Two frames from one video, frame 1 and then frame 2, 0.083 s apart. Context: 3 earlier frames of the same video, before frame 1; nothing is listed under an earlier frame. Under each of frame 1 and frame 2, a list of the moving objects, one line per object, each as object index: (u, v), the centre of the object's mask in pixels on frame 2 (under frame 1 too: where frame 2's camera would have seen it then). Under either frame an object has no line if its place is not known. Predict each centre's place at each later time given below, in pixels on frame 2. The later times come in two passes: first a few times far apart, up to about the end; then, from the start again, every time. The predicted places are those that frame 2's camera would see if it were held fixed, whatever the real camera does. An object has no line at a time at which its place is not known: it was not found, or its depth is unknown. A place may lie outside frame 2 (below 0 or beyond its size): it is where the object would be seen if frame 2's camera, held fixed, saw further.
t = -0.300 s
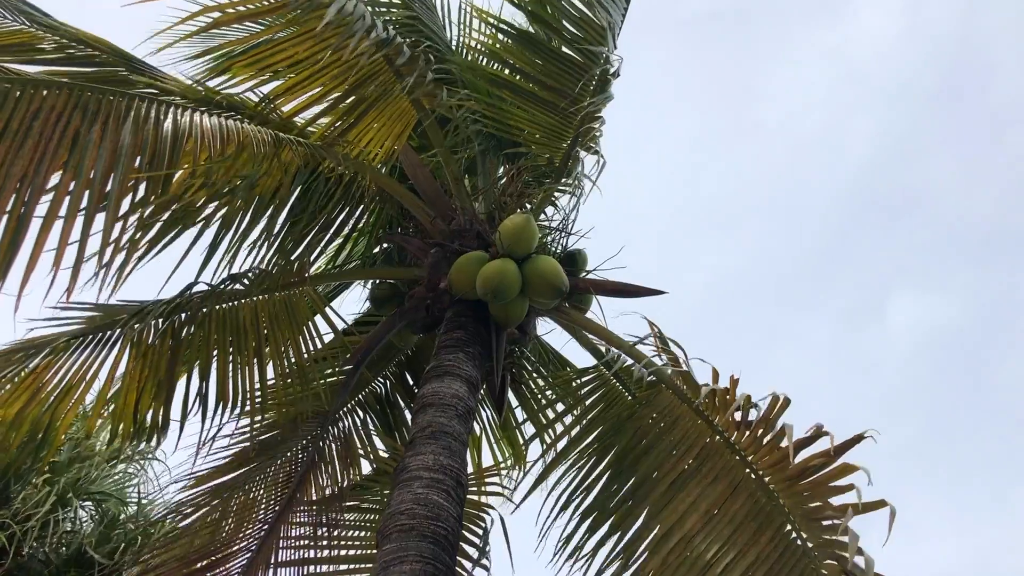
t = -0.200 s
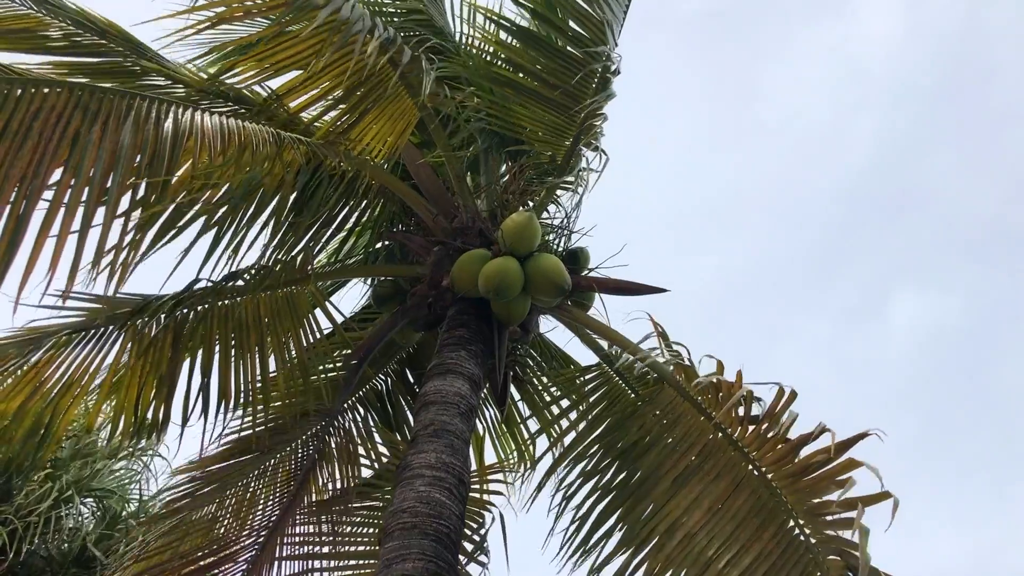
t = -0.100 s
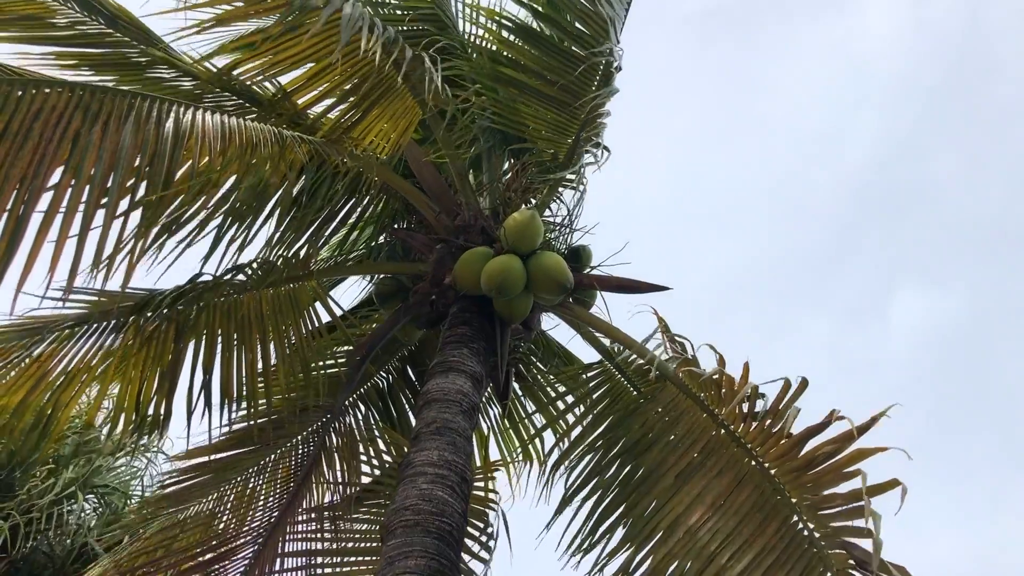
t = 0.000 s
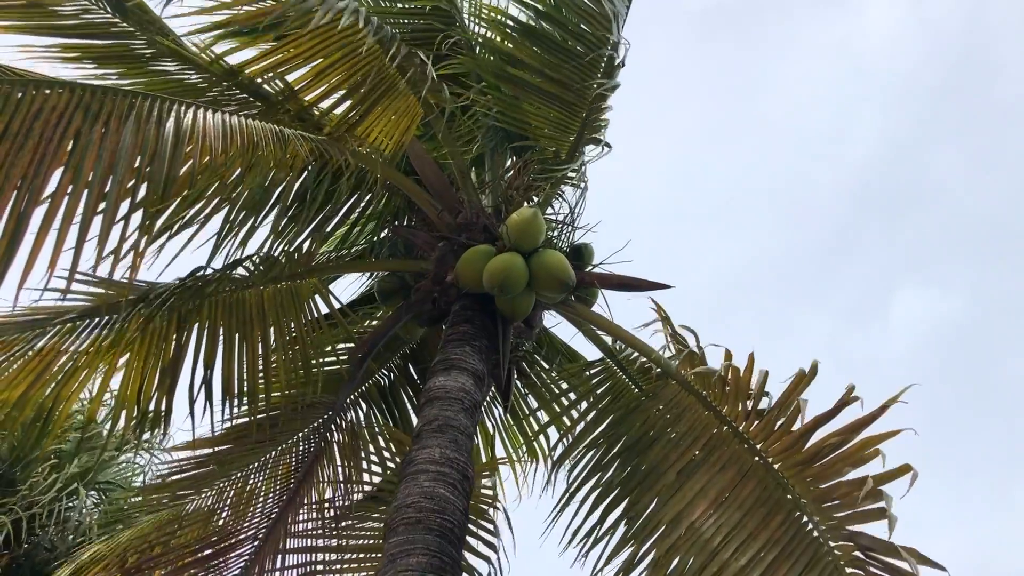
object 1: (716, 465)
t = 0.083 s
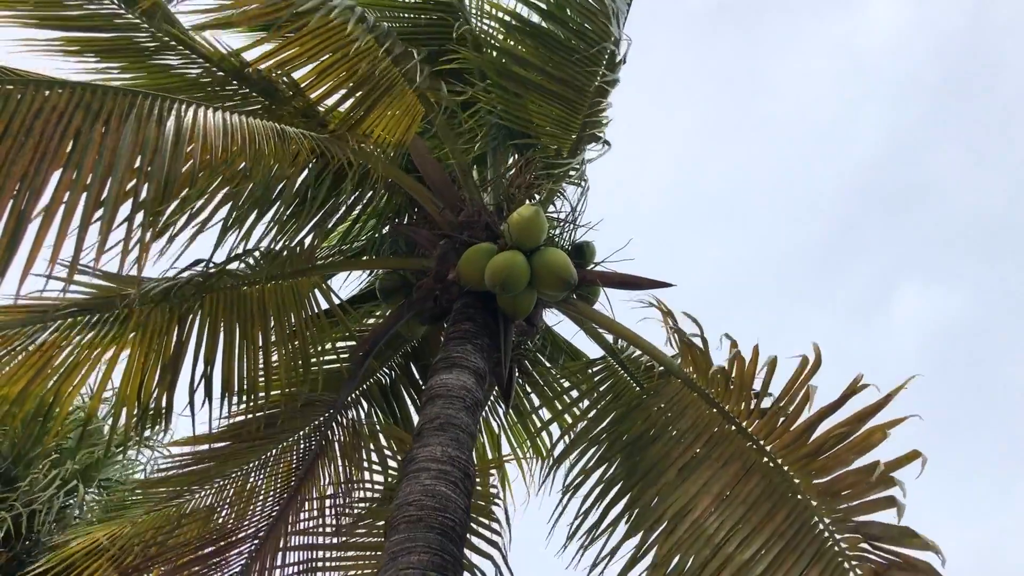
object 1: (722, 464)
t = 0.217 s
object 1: (731, 464)
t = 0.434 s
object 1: (749, 465)
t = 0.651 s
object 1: (742, 466)
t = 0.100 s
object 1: (723, 465)
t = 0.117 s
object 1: (725, 464)
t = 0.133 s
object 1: (726, 464)
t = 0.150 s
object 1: (726, 464)
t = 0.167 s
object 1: (727, 464)
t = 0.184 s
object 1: (729, 464)
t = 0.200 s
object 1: (730, 464)
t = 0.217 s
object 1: (731, 464)
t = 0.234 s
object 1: (733, 465)
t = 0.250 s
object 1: (734, 465)
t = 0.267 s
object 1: (735, 465)
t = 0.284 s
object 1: (738, 465)
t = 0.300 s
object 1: (740, 465)
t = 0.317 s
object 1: (742, 465)
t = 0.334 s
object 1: (742, 465)
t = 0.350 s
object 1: (743, 465)
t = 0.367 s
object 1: (745, 465)
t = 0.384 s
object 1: (747, 465)
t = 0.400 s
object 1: (748, 465)
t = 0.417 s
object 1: (748, 465)
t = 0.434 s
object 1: (749, 465)
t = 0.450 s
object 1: (750, 465)
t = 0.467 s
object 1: (749, 465)
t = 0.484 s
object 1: (749, 465)
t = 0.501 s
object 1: (750, 465)
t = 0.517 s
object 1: (749, 465)
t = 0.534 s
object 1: (749, 465)
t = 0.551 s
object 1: (749, 466)
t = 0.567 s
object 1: (748, 466)
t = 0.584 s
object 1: (747, 466)
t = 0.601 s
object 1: (747, 466)
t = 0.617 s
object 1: (746, 466)
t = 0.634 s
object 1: (744, 466)
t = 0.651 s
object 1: (742, 466)
